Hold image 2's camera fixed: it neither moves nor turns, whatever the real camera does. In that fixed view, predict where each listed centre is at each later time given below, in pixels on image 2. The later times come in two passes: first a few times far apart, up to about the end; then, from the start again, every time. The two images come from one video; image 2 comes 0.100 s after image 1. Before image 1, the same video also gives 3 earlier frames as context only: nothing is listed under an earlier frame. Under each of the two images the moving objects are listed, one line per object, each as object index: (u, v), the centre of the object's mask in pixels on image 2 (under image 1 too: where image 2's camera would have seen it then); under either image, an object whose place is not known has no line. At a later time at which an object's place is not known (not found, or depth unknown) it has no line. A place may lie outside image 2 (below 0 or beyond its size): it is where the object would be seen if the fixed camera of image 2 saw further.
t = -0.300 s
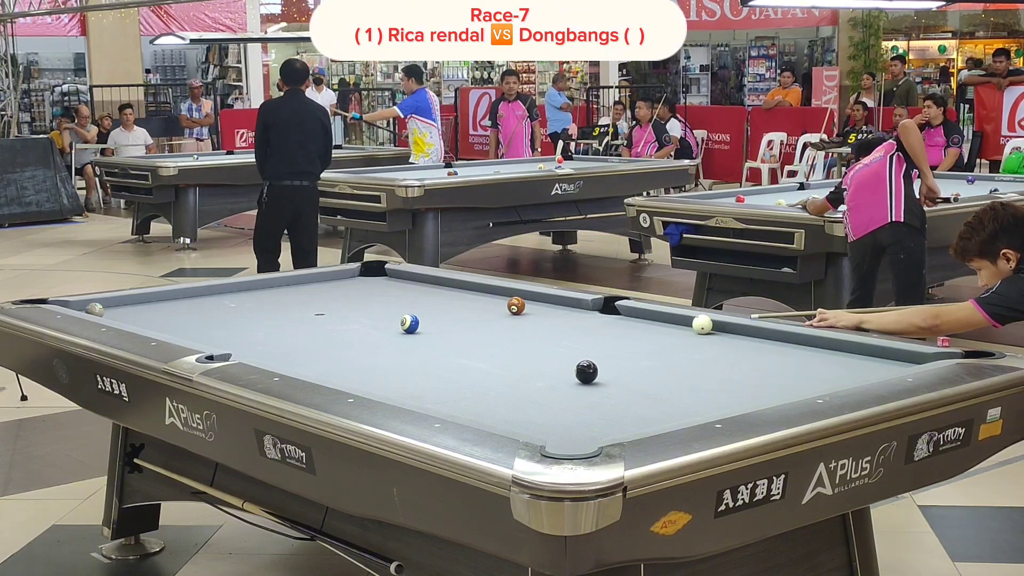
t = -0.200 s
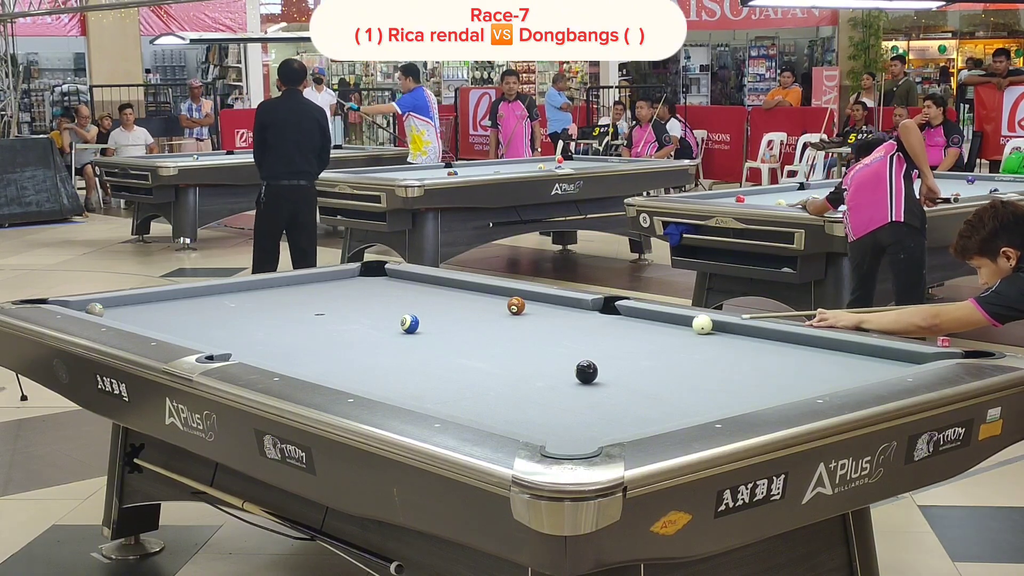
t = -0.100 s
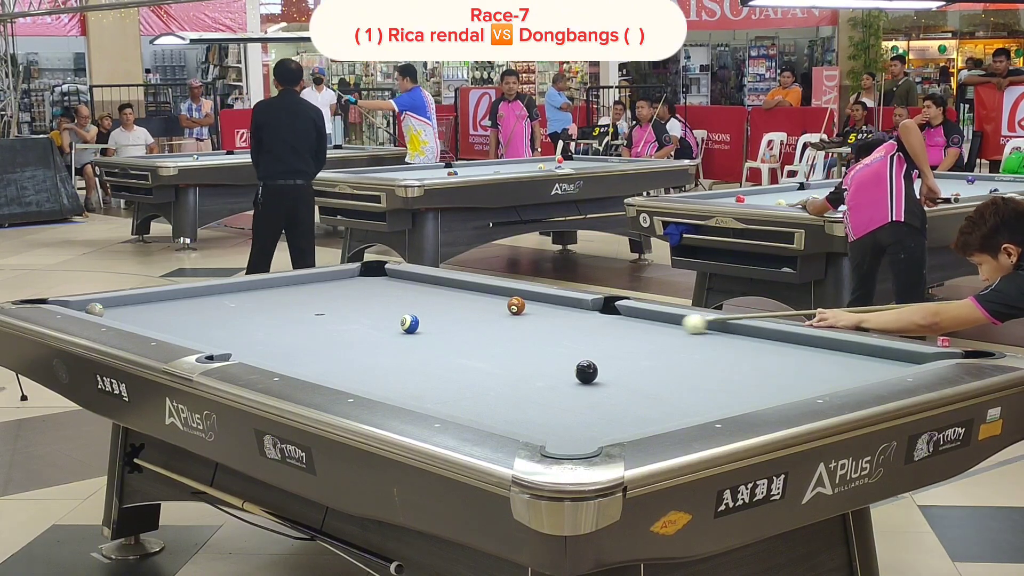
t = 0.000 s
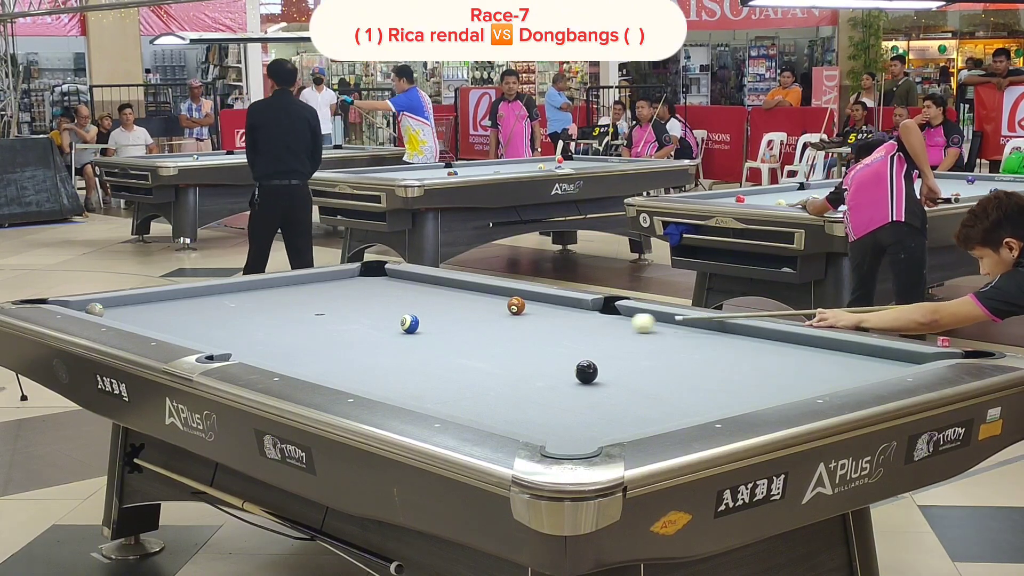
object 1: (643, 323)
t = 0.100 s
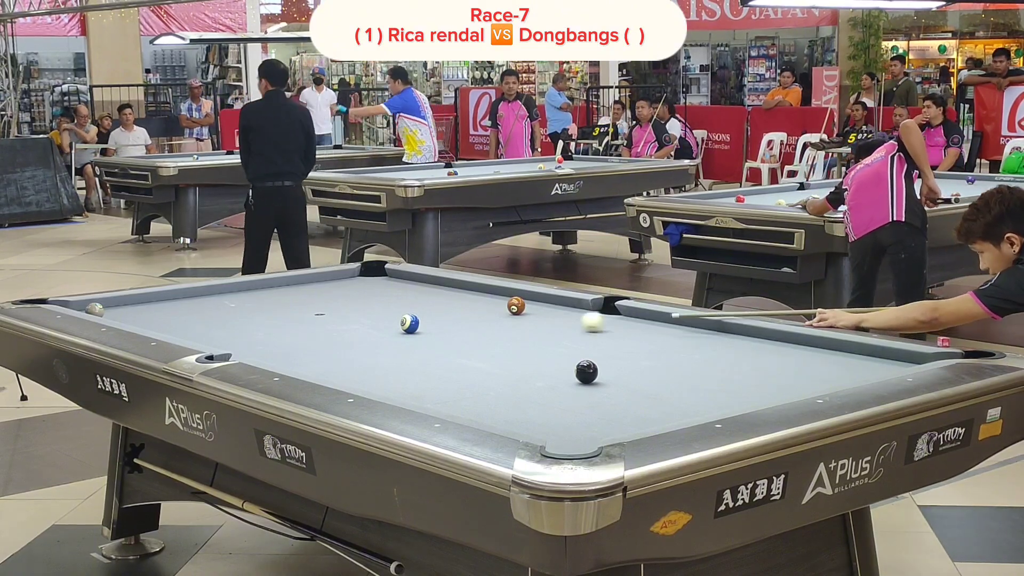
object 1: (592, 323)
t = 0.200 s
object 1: (543, 321)
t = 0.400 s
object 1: (447, 320)
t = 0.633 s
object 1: (341, 318)
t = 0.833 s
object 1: (254, 316)
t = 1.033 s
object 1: (170, 314)
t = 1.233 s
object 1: (99, 312)
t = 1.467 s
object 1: (108, 311)
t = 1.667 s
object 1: (125, 311)
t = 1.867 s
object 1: (140, 309)
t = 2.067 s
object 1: (154, 307)
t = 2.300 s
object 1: (169, 304)
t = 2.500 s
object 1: (180, 303)
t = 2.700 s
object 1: (191, 301)
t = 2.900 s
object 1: (201, 300)
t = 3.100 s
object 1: (210, 299)
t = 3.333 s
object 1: (219, 298)
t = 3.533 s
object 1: (225, 297)
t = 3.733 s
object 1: (231, 296)
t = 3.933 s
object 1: (236, 295)
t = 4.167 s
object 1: (240, 294)
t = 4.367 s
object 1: (244, 294)
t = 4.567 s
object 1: (246, 294)
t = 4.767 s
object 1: (248, 294)
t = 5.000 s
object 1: (248, 294)
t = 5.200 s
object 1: (248, 294)
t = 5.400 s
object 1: (248, 294)
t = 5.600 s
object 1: (248, 294)
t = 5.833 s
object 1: (248, 294)
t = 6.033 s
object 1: (248, 294)
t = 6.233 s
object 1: (248, 294)
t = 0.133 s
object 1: (576, 322)
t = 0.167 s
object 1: (559, 322)
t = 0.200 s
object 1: (543, 321)
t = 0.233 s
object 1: (527, 321)
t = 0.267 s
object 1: (510, 321)
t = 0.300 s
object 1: (494, 321)
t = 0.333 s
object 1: (479, 320)
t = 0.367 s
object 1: (463, 320)
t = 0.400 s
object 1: (447, 320)
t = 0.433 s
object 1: (431, 319)
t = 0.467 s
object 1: (420, 317)
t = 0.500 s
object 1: (398, 317)
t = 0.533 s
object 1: (385, 318)
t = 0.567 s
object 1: (371, 318)
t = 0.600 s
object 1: (356, 318)
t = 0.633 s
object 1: (341, 318)
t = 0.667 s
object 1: (326, 317)
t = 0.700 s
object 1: (312, 317)
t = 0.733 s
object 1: (297, 317)
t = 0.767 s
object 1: (282, 317)
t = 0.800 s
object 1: (268, 316)
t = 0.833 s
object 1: (254, 316)
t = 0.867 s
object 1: (239, 316)
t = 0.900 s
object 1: (225, 315)
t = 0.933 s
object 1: (212, 315)
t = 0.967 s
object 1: (197, 315)
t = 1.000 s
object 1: (184, 315)
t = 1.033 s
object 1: (170, 314)
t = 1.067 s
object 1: (156, 314)
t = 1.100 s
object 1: (143, 314)
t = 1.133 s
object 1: (129, 314)
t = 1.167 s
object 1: (115, 313)
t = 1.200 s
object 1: (104, 311)
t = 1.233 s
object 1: (99, 312)
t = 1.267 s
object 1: (93, 311)
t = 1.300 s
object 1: (93, 311)
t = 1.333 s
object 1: (97, 311)
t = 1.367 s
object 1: (100, 311)
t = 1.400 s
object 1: (103, 312)
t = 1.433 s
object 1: (106, 311)
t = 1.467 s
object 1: (108, 311)
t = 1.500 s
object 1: (111, 312)
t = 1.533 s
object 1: (114, 312)
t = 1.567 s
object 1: (117, 312)
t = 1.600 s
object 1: (119, 311)
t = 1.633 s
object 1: (122, 311)
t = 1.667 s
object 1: (125, 311)
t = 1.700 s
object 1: (127, 310)
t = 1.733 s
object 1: (130, 310)
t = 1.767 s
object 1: (132, 310)
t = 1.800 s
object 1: (135, 309)
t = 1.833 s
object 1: (137, 309)
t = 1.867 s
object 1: (140, 309)
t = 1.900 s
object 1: (142, 308)
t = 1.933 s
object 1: (145, 308)
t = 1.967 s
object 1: (147, 308)
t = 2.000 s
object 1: (149, 307)
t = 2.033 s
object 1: (152, 307)
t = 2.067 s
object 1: (154, 307)
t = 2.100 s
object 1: (156, 306)
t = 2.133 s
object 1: (158, 306)
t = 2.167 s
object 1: (160, 306)
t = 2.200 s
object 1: (163, 305)
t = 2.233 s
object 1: (165, 305)
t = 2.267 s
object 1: (166, 305)
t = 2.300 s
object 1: (169, 304)
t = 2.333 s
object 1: (171, 304)
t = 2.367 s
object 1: (173, 304)
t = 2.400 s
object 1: (175, 304)
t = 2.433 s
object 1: (177, 303)
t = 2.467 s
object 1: (178, 303)
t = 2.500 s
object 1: (180, 303)
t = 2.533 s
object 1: (182, 303)
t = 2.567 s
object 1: (184, 302)
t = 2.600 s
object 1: (186, 302)
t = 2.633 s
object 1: (187, 302)
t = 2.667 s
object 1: (189, 302)
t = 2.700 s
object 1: (191, 301)
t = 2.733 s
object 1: (193, 301)
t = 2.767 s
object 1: (194, 301)
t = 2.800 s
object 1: (196, 301)
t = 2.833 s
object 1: (198, 301)
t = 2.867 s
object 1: (199, 300)
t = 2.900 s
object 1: (201, 300)
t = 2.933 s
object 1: (202, 300)
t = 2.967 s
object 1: (204, 300)
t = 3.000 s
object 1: (205, 299)
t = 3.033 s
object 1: (207, 299)
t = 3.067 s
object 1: (208, 299)
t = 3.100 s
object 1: (210, 299)
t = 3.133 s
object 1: (211, 299)
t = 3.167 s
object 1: (212, 299)
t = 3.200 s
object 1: (213, 298)
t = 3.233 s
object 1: (215, 298)
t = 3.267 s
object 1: (216, 298)
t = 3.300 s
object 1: (218, 298)
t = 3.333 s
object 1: (219, 298)
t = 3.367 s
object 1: (220, 297)
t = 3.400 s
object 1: (221, 298)
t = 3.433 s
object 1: (222, 297)
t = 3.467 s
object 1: (223, 297)
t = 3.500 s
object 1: (224, 297)
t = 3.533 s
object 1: (225, 297)
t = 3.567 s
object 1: (226, 297)
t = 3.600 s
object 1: (228, 296)
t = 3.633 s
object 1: (229, 296)
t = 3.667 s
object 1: (229, 296)
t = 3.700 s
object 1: (230, 296)
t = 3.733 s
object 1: (231, 296)
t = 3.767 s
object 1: (232, 296)
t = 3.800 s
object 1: (233, 295)
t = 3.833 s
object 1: (234, 295)
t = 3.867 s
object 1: (234, 295)
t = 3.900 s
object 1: (235, 295)
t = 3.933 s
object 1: (236, 295)
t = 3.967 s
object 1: (237, 295)
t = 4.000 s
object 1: (238, 295)
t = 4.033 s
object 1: (238, 295)
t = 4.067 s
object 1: (239, 295)
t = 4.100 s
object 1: (239, 295)
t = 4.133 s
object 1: (240, 295)
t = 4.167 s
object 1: (240, 294)
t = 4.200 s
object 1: (241, 294)
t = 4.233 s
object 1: (241, 294)
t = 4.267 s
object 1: (242, 294)
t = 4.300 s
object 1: (243, 294)
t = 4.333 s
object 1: (243, 294)
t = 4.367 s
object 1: (244, 294)
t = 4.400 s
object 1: (244, 294)
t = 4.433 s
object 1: (244, 294)
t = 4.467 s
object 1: (245, 294)
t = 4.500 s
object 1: (245, 294)
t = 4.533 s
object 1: (246, 294)
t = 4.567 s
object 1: (246, 294)
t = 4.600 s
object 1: (247, 294)
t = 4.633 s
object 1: (247, 294)
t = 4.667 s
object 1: (247, 294)
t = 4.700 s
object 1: (247, 294)
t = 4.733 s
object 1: (248, 294)
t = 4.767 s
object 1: (248, 294)
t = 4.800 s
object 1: (248, 294)
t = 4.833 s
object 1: (248, 294)
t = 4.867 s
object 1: (248, 294)
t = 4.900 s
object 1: (248, 294)
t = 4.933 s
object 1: (248, 294)
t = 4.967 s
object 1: (248, 294)
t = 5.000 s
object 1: (248, 294)
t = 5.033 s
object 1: (248, 294)
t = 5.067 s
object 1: (248, 294)
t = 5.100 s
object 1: (248, 294)
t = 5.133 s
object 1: (248, 294)
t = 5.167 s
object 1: (248, 294)
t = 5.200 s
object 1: (248, 294)
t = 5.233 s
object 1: (248, 294)
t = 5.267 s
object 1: (248, 294)
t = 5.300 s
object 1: (248, 294)
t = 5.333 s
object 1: (248, 294)
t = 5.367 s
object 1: (248, 294)
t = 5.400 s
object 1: (248, 294)
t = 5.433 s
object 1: (248, 294)
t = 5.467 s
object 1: (248, 294)
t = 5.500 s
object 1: (248, 294)
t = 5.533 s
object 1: (248, 294)
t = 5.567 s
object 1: (248, 294)
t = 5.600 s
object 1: (248, 294)
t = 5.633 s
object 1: (248, 294)
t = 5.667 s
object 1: (248, 294)
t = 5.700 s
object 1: (248, 294)
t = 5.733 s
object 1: (248, 294)
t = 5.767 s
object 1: (248, 294)
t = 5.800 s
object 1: (248, 294)
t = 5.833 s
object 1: (248, 294)
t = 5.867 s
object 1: (248, 294)
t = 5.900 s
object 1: (248, 294)
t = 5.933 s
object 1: (248, 294)
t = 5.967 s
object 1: (248, 294)
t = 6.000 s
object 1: (248, 294)
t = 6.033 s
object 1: (248, 294)
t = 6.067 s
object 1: (248, 294)
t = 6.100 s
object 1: (248, 294)
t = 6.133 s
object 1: (248, 294)
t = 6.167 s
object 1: (248, 294)
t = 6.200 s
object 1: (248, 294)
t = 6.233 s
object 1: (248, 294)
